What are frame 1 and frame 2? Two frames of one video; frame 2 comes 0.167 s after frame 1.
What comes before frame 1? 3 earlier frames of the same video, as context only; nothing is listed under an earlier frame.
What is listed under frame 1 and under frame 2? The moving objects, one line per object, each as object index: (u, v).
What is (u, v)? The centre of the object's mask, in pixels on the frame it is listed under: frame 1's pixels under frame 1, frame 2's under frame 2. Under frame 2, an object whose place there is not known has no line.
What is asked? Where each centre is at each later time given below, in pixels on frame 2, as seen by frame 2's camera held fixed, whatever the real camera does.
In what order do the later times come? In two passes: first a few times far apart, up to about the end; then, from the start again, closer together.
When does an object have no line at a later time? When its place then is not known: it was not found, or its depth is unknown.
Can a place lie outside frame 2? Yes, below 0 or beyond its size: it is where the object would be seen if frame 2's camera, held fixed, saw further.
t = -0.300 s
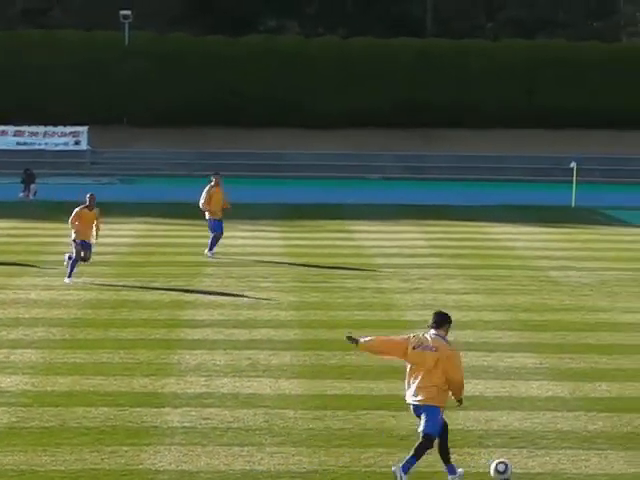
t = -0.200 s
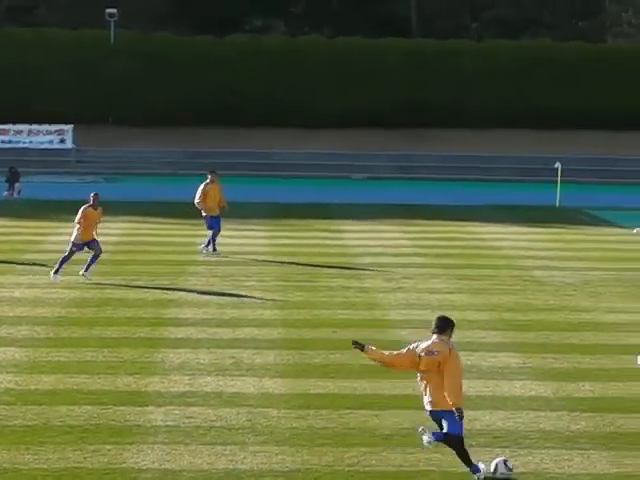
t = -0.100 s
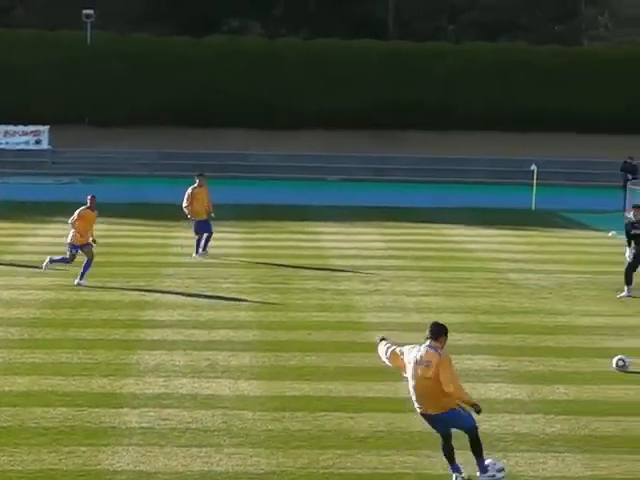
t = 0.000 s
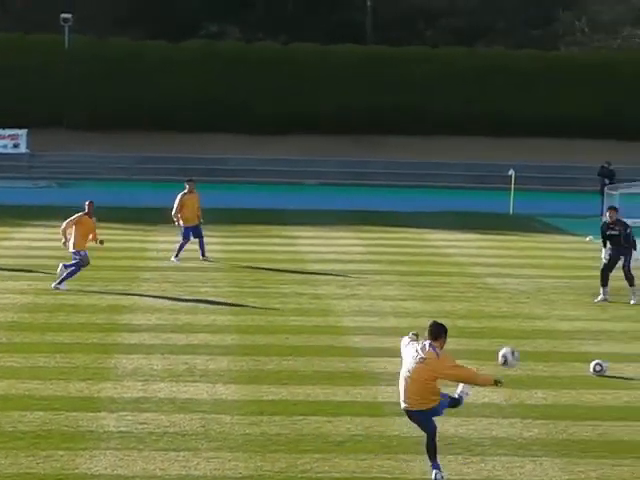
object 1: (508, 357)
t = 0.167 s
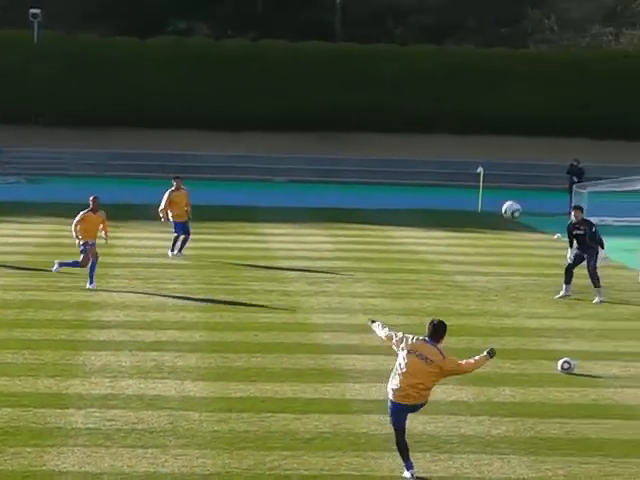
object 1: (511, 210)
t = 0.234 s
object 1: (517, 165)
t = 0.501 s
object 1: (514, 43)
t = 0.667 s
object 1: (498, 3)
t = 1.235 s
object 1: (396, 8)
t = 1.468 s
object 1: (343, 48)
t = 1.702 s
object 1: (287, 104)
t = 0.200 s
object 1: (514, 186)
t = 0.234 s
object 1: (517, 165)
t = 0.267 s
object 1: (520, 146)
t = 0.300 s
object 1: (521, 128)
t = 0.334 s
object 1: (521, 111)
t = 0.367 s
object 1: (520, 95)
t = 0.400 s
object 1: (520, 81)
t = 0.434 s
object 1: (519, 67)
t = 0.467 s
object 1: (517, 55)
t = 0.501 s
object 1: (514, 43)
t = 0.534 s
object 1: (512, 34)
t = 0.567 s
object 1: (509, 25)
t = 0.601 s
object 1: (506, 17)
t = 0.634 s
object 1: (502, 10)
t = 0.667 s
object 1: (498, 3)
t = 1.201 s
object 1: (403, 4)
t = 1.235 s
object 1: (396, 8)
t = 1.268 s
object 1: (388, 13)
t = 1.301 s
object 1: (381, 18)
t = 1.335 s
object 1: (373, 23)
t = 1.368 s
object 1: (366, 29)
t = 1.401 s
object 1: (358, 35)
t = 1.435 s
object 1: (351, 41)
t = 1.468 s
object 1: (343, 48)
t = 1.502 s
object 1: (335, 55)
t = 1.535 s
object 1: (327, 63)
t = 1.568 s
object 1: (319, 70)
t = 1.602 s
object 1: (311, 78)
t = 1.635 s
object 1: (303, 86)
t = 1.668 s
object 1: (295, 95)
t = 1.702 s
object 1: (287, 104)
